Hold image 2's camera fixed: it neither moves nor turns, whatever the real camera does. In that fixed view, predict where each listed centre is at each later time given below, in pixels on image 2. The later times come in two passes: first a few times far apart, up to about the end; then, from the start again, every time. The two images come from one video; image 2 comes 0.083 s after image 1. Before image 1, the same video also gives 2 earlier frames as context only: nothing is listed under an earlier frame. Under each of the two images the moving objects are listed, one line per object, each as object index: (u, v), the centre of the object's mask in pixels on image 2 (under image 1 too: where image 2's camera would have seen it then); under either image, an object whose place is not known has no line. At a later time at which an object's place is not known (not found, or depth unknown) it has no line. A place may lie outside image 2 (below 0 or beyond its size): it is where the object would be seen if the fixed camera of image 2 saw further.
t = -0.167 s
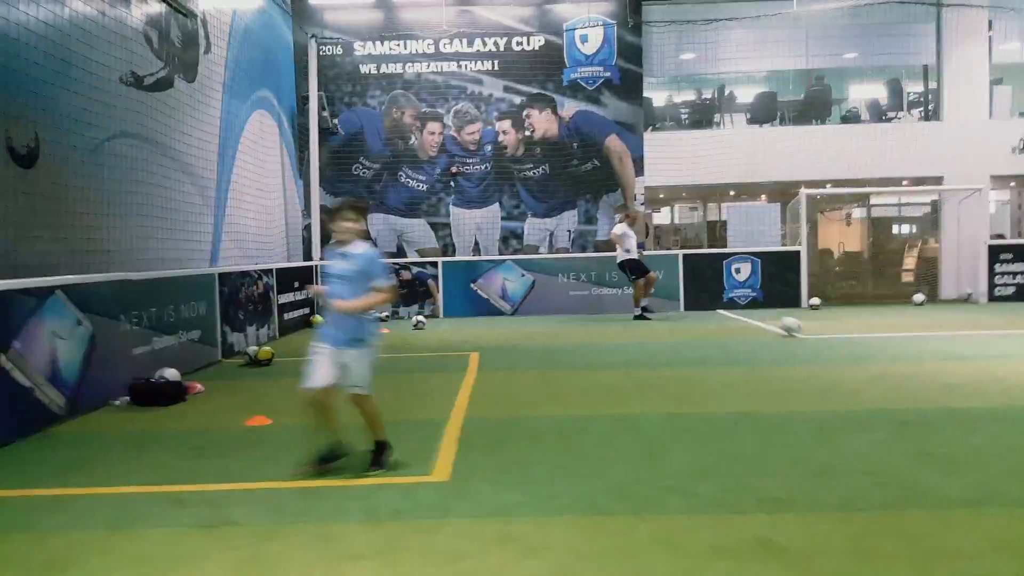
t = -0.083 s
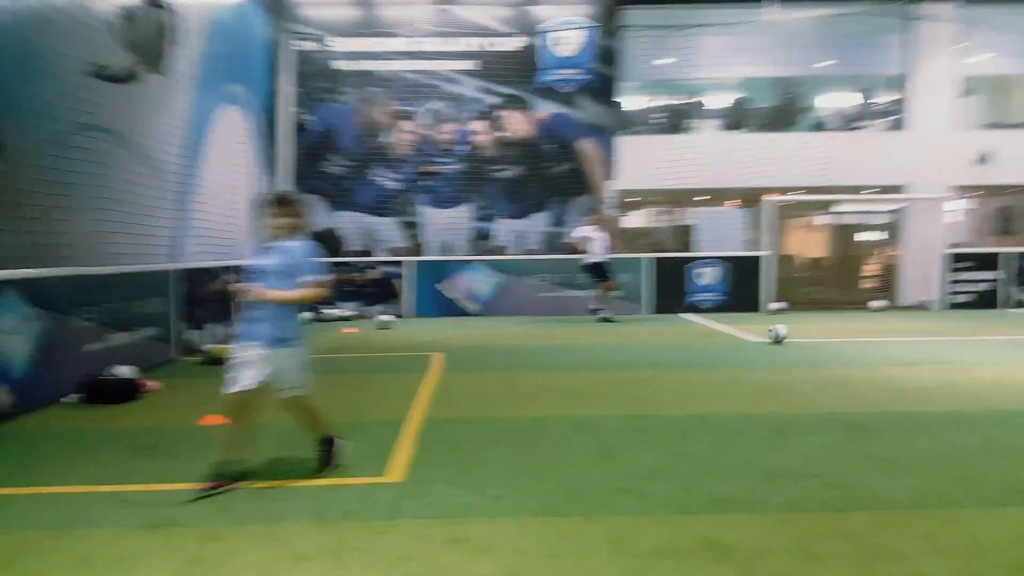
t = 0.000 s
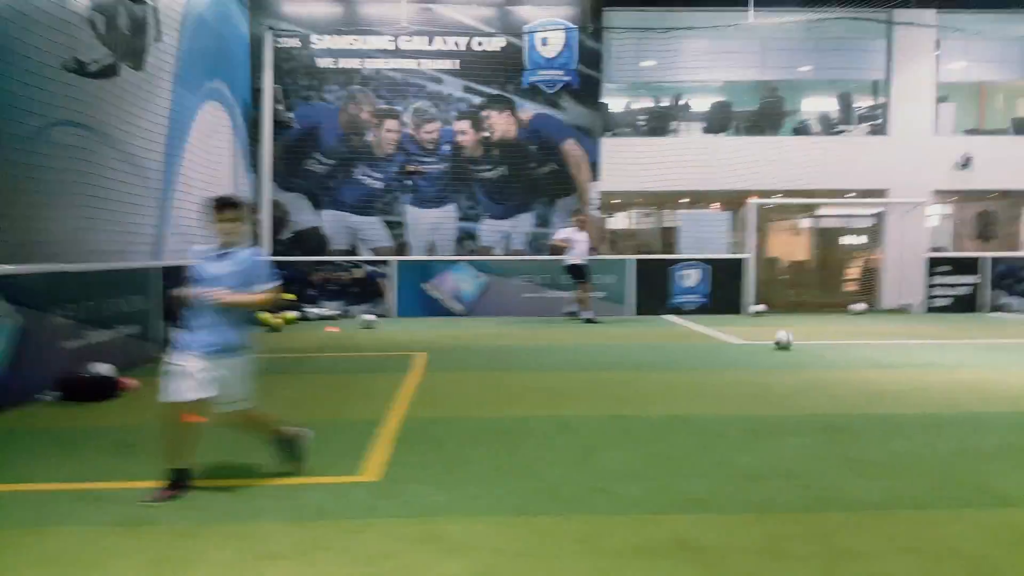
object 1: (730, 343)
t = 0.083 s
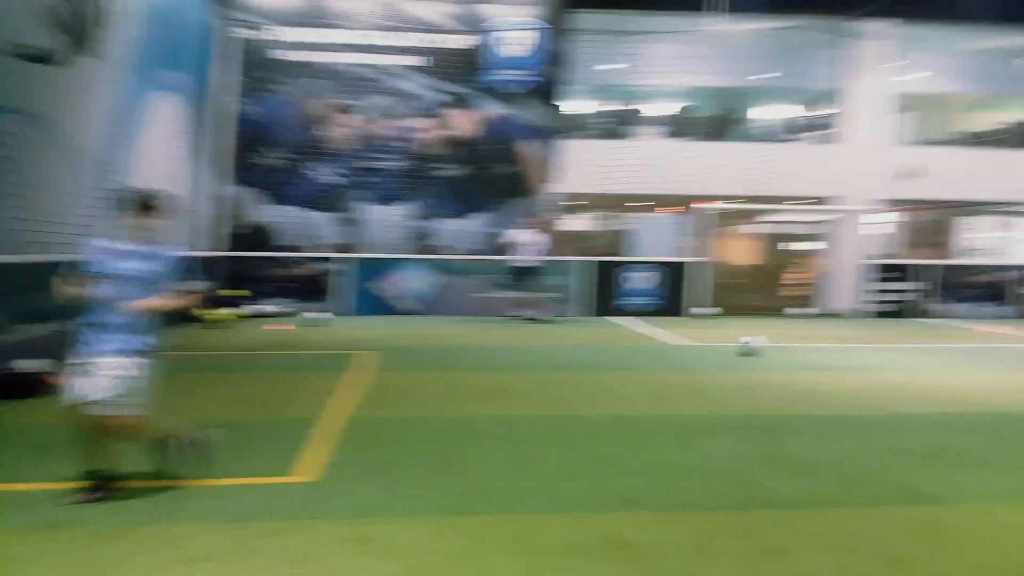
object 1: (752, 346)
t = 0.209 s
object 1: (787, 353)
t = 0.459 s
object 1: (869, 364)
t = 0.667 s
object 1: (962, 379)
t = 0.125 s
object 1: (763, 348)
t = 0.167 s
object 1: (775, 350)
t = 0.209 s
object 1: (787, 353)
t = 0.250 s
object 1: (800, 354)
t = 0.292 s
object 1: (811, 355)
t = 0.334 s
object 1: (824, 358)
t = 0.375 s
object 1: (842, 360)
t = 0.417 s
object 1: (855, 362)
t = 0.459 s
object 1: (869, 364)
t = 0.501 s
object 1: (890, 368)
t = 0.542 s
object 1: (906, 371)
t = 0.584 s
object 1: (922, 373)
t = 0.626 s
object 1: (939, 376)
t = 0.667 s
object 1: (962, 379)
